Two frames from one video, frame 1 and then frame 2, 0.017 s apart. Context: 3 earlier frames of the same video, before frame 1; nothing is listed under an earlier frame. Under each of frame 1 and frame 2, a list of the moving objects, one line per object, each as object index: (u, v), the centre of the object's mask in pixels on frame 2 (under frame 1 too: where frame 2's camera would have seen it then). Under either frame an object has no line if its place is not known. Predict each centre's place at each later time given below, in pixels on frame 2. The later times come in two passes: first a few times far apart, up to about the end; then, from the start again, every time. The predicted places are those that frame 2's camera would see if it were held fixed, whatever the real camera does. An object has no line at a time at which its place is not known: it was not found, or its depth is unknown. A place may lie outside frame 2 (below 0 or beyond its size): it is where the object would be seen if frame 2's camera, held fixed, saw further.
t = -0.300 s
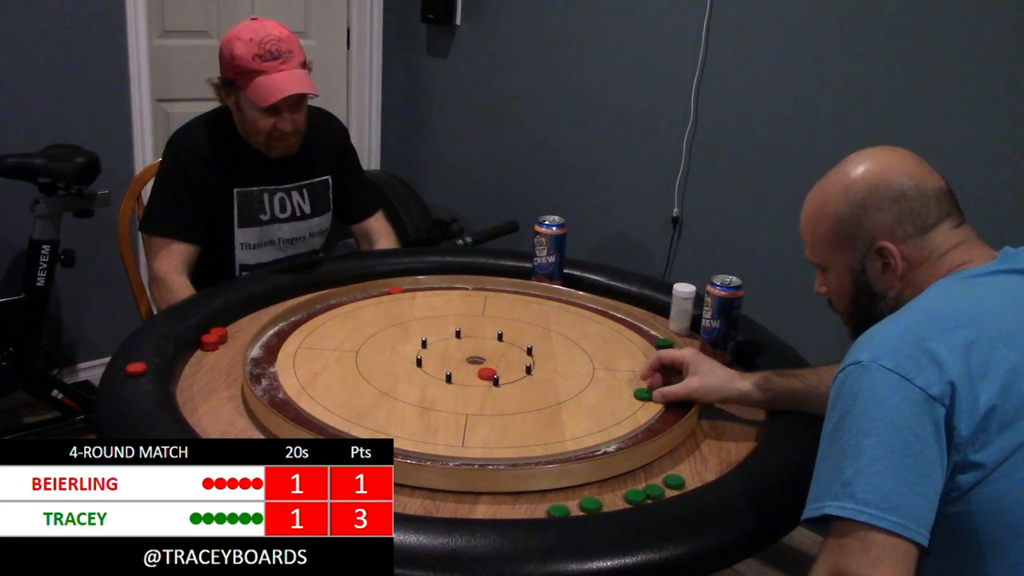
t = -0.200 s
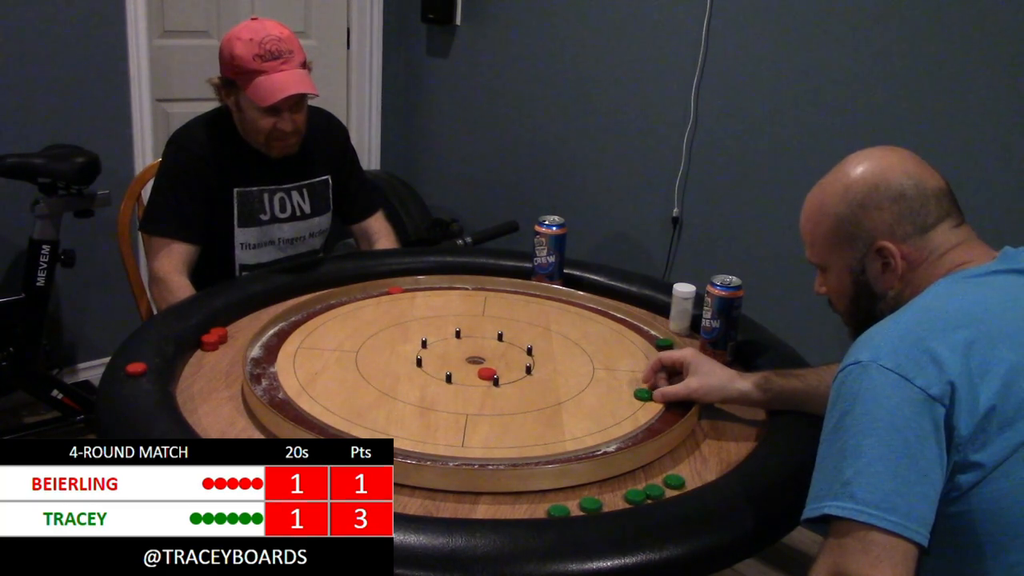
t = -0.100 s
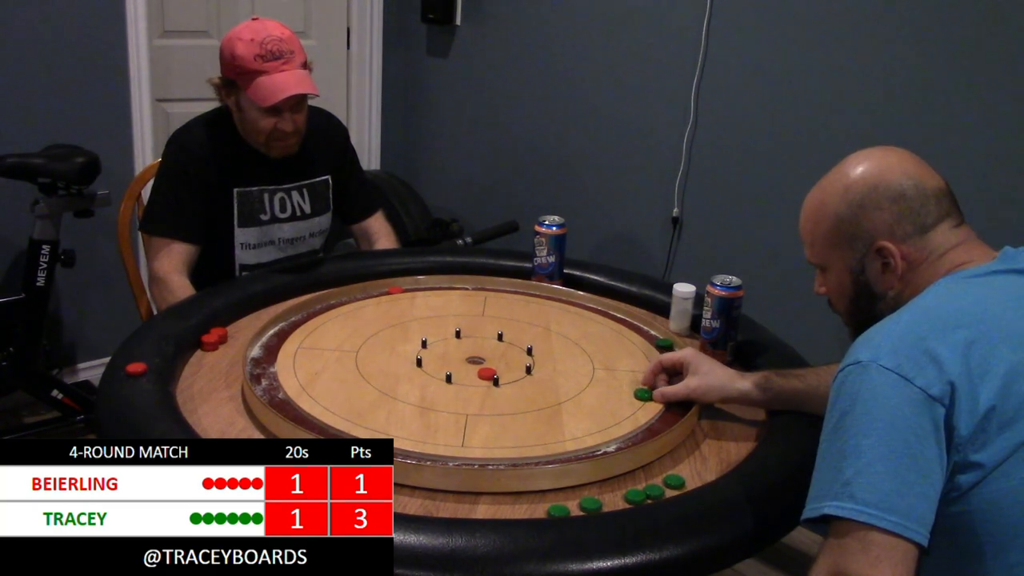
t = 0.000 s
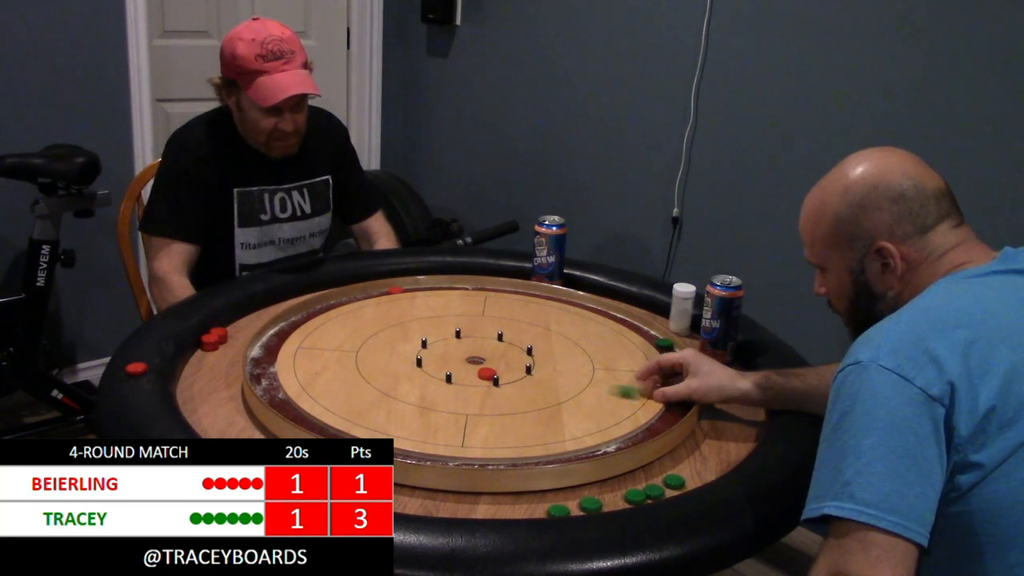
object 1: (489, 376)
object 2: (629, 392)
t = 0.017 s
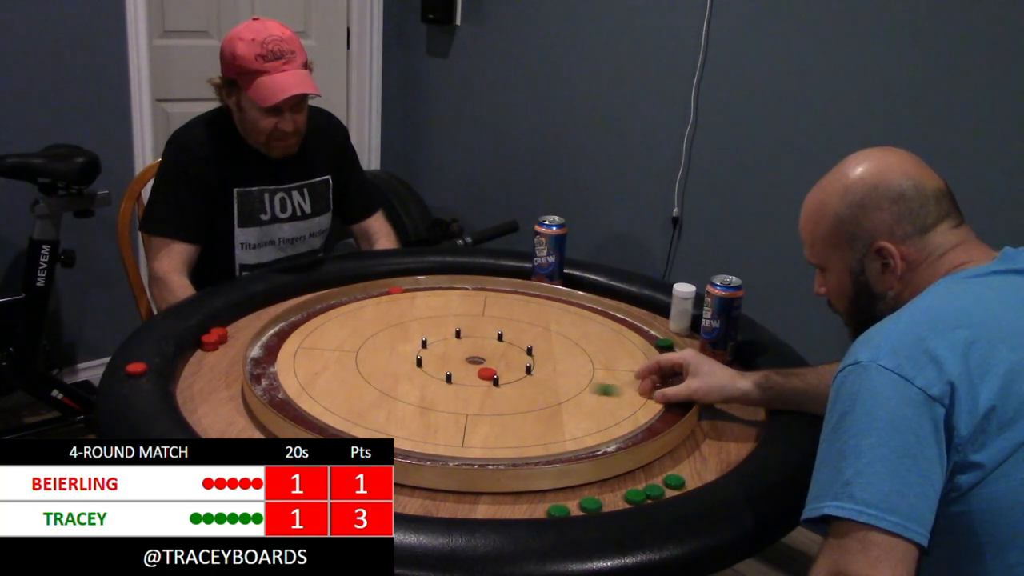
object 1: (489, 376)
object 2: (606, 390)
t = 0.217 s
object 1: (425, 374)
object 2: (499, 374)
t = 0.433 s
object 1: (353, 362)
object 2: (499, 374)
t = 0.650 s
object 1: (314, 356)
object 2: (499, 375)
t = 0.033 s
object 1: (489, 376)
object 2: (585, 387)
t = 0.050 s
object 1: (489, 376)
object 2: (563, 384)
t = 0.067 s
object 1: (489, 376)
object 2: (543, 381)
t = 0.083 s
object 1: (489, 376)
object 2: (522, 379)
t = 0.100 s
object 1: (489, 376)
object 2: (506, 376)
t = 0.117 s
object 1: (466, 372)
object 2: (505, 376)
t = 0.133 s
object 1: (448, 369)
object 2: (504, 375)
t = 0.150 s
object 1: (433, 367)
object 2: (503, 375)
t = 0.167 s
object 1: (431, 370)
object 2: (501, 375)
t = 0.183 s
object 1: (437, 375)
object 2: (501, 374)
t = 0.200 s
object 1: (433, 375)
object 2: (500, 374)
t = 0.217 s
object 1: (425, 374)
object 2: (499, 374)
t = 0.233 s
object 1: (418, 373)
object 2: (499, 374)
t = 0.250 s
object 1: (411, 372)
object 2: (499, 374)
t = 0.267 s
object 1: (405, 370)
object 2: (499, 374)
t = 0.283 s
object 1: (399, 369)
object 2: (499, 374)
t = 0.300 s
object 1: (393, 368)
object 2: (499, 374)
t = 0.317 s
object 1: (387, 367)
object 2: (499, 374)
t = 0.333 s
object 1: (382, 366)
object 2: (499, 374)
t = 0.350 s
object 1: (376, 366)
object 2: (499, 374)
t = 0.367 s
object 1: (371, 365)
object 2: (499, 374)
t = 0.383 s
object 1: (366, 364)
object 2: (499, 374)
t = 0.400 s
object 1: (361, 363)
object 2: (499, 374)
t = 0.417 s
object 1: (357, 363)
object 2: (499, 374)
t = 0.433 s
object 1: (353, 362)
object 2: (499, 374)
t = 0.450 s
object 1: (349, 361)
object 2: (499, 374)
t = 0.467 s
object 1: (345, 360)
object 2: (499, 374)
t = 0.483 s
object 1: (342, 360)
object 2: (499, 375)
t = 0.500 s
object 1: (338, 359)
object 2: (499, 375)
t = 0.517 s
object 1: (335, 359)
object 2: (499, 375)
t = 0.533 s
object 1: (332, 358)
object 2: (499, 374)
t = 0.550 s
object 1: (329, 358)
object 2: (499, 374)
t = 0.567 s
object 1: (326, 358)
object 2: (499, 375)
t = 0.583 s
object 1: (323, 357)
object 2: (499, 374)
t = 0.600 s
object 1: (321, 357)
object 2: (499, 375)
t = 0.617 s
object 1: (318, 356)
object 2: (499, 374)
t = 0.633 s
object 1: (316, 356)
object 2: (499, 375)
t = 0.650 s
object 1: (314, 356)
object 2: (499, 375)
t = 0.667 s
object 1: (312, 355)
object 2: (499, 374)
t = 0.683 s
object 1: (310, 355)
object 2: (499, 374)
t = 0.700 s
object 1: (308, 355)
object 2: (499, 374)
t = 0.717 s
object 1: (306, 355)
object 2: (499, 375)
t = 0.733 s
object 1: (305, 355)
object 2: (499, 374)
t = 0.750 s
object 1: (304, 354)
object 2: (499, 374)
